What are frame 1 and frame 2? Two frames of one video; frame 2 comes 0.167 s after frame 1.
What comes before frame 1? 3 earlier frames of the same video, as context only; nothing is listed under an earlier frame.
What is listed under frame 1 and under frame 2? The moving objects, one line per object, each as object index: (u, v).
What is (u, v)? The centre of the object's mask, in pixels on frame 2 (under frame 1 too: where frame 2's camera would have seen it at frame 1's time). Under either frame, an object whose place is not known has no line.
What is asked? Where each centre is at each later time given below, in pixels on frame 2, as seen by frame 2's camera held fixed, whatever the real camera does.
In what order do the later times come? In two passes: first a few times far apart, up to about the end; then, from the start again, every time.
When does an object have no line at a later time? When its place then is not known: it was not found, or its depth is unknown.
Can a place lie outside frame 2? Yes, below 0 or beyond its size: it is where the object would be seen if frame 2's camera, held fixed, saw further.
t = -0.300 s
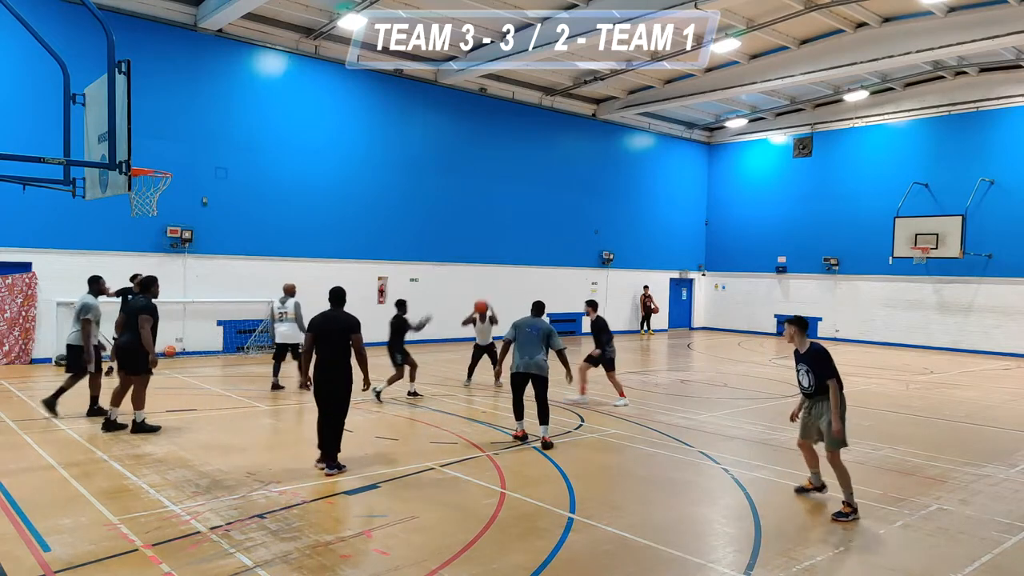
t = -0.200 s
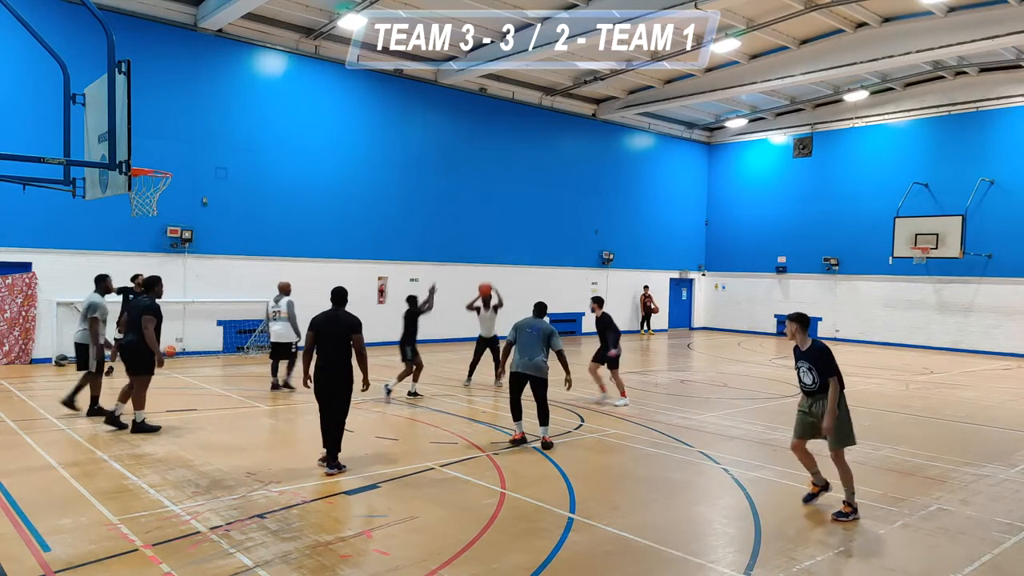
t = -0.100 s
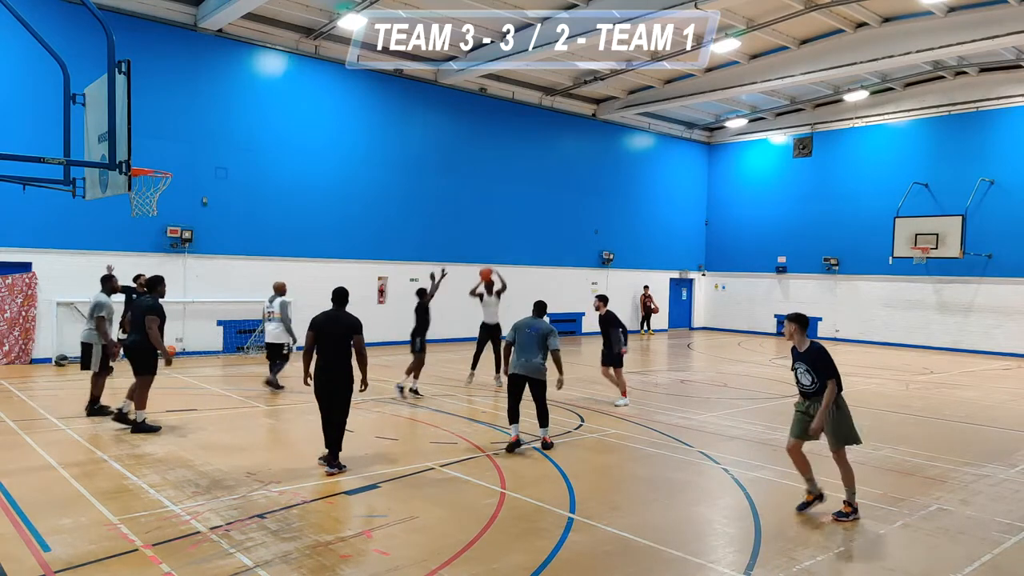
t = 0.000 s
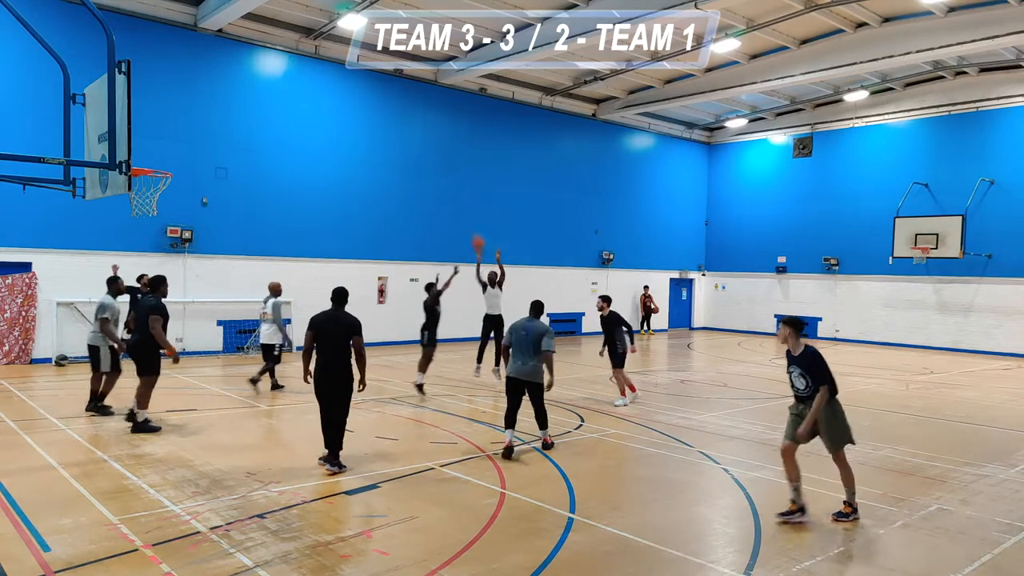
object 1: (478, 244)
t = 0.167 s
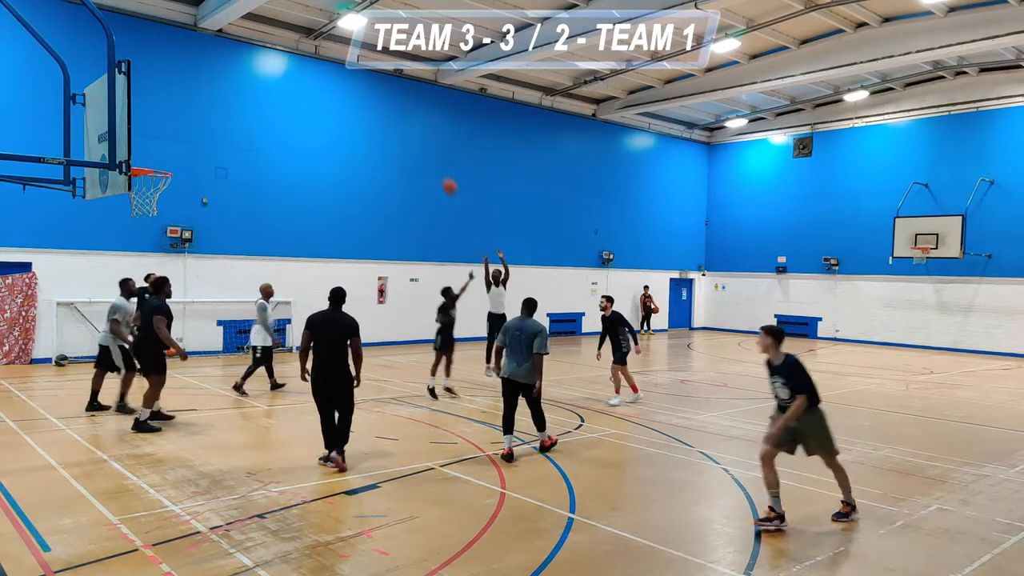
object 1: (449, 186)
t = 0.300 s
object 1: (423, 147)
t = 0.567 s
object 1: (362, 95)
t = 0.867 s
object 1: (275, 88)
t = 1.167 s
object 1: (161, 159)
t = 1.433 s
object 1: (106, 260)
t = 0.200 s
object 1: (443, 176)
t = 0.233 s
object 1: (436, 165)
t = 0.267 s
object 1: (430, 156)
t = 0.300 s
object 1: (423, 147)
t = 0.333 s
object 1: (416, 139)
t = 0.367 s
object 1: (409, 131)
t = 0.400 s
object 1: (402, 124)
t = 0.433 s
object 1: (395, 117)
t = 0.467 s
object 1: (387, 110)
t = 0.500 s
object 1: (379, 105)
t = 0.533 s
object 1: (370, 100)
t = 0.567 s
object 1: (362, 95)
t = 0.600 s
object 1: (353, 91)
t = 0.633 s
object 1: (344, 88)
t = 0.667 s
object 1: (336, 85)
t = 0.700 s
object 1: (326, 84)
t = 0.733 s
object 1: (316, 83)
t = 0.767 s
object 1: (306, 83)
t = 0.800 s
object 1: (296, 83)
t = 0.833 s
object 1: (285, 85)
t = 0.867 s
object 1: (275, 88)
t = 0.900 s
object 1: (264, 91)
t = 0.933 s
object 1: (252, 96)
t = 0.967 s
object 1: (240, 101)
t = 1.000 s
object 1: (227, 108)
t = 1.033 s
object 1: (215, 116)
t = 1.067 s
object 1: (201, 125)
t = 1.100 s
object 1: (188, 135)
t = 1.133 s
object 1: (175, 146)
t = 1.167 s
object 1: (161, 159)
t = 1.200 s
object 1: (146, 176)
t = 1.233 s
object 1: (139, 190)
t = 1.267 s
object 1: (130, 201)
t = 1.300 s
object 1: (125, 210)
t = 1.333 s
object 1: (120, 221)
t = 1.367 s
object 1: (116, 233)
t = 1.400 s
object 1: (111, 246)
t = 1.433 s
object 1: (106, 260)
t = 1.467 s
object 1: (101, 275)
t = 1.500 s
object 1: (96, 290)
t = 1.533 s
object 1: (91, 308)
